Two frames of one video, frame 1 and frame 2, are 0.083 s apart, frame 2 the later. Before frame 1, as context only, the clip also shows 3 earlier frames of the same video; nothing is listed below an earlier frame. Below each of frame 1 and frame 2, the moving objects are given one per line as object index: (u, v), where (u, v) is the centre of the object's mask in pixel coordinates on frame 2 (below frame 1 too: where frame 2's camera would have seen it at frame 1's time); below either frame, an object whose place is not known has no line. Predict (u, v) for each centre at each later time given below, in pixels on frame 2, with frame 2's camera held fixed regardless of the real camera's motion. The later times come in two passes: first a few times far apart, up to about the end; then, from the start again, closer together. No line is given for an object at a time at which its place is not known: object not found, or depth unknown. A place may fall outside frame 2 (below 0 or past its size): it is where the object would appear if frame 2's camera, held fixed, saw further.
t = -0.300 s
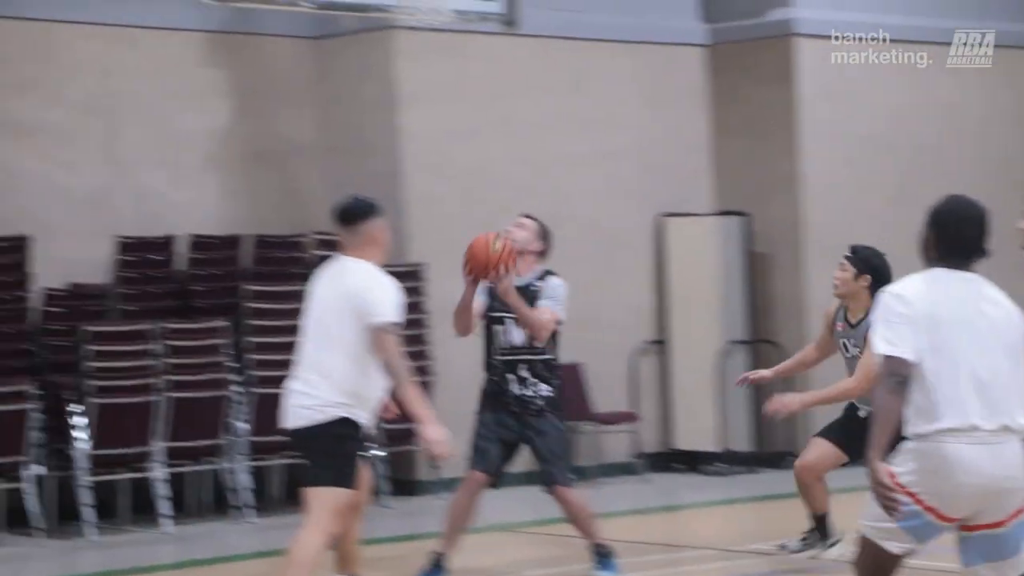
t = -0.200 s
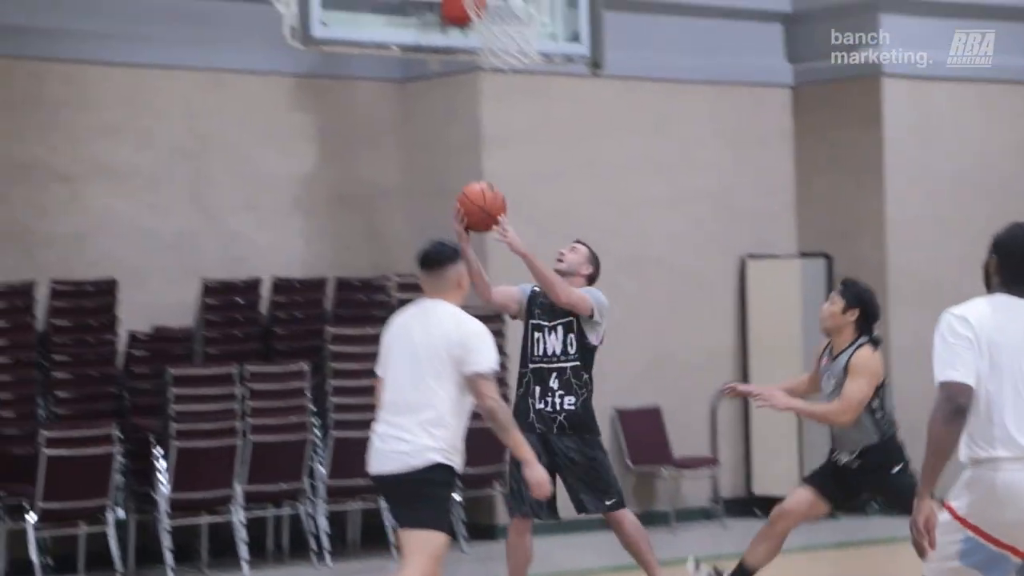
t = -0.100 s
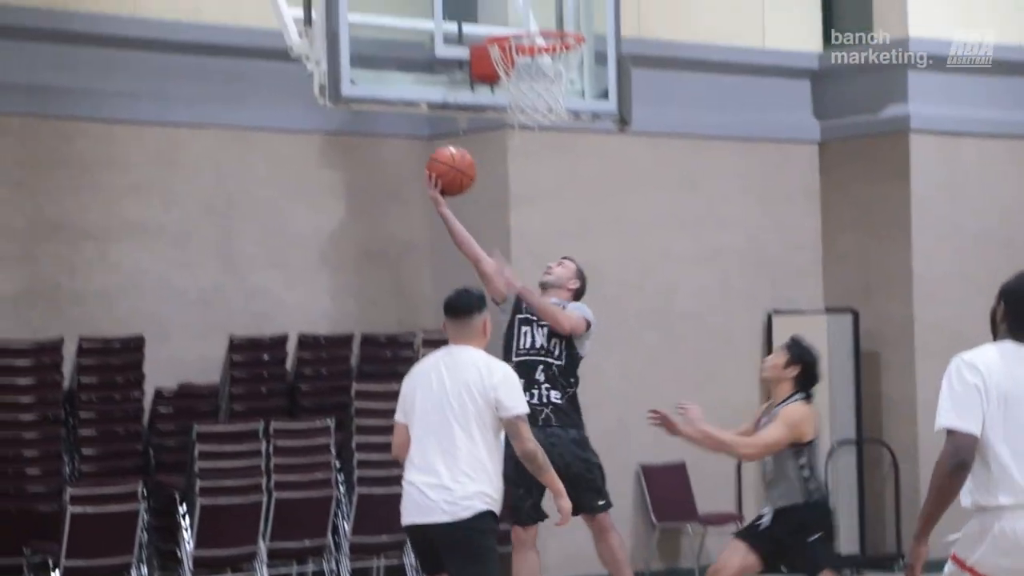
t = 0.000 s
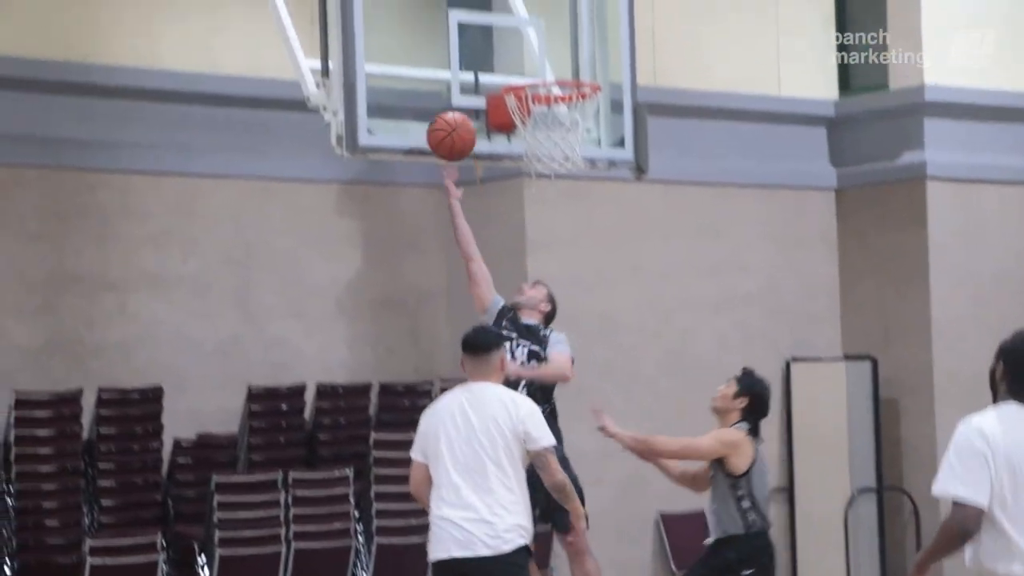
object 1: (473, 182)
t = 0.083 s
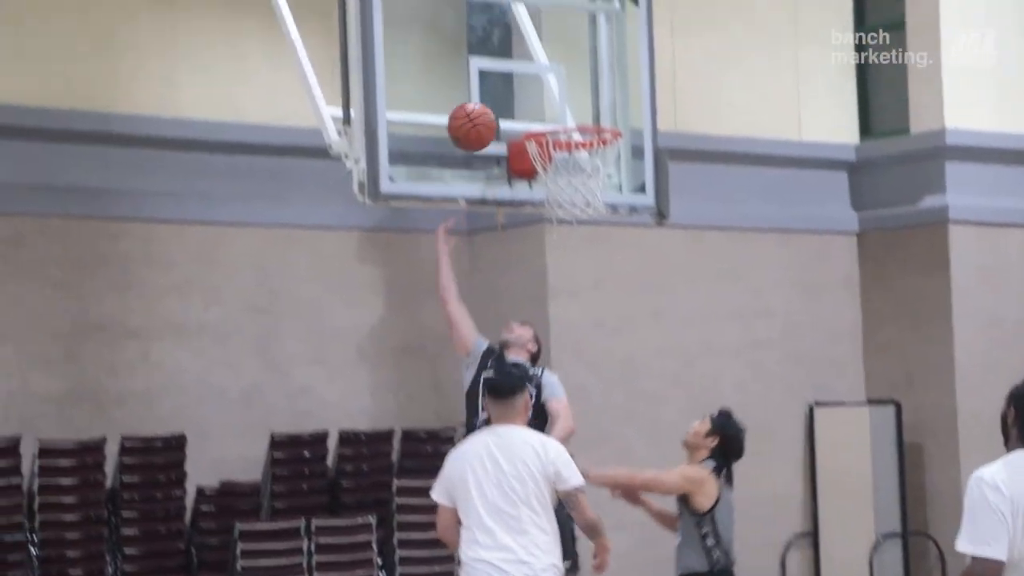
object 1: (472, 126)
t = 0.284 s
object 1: (504, 67)
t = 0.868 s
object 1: (563, 173)
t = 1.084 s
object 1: (564, 245)
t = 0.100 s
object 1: (472, 117)
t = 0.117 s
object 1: (471, 109)
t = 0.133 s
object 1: (474, 102)
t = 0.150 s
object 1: (477, 96)
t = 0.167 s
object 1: (480, 90)
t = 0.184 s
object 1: (483, 85)
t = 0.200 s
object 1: (487, 81)
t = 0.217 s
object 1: (490, 77)
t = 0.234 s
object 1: (494, 73)
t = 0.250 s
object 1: (497, 71)
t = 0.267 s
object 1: (500, 69)
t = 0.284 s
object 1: (504, 67)
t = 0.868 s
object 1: (563, 173)
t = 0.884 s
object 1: (560, 176)
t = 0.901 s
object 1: (560, 180)
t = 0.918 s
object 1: (561, 186)
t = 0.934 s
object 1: (561, 188)
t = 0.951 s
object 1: (560, 193)
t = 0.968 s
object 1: (562, 215)
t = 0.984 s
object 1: (563, 216)
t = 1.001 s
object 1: (563, 220)
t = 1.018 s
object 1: (563, 223)
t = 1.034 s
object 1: (563, 228)
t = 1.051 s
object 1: (563, 233)
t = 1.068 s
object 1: (563, 238)
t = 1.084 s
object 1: (564, 245)
